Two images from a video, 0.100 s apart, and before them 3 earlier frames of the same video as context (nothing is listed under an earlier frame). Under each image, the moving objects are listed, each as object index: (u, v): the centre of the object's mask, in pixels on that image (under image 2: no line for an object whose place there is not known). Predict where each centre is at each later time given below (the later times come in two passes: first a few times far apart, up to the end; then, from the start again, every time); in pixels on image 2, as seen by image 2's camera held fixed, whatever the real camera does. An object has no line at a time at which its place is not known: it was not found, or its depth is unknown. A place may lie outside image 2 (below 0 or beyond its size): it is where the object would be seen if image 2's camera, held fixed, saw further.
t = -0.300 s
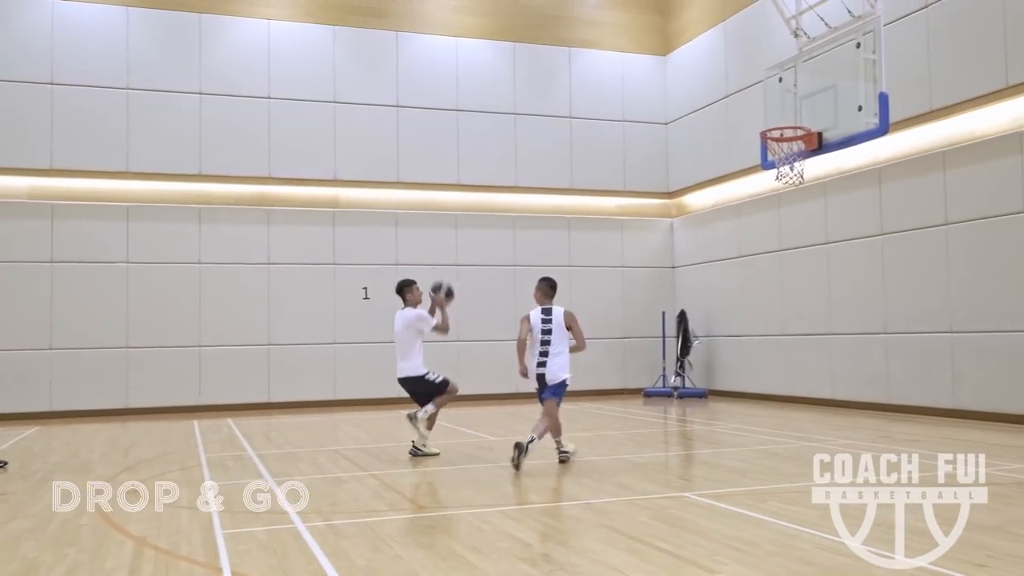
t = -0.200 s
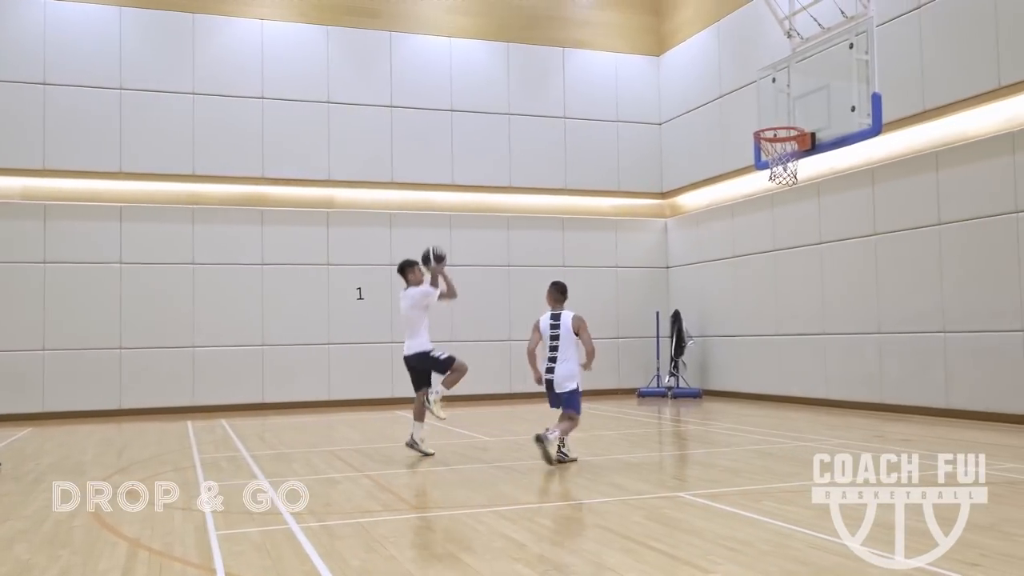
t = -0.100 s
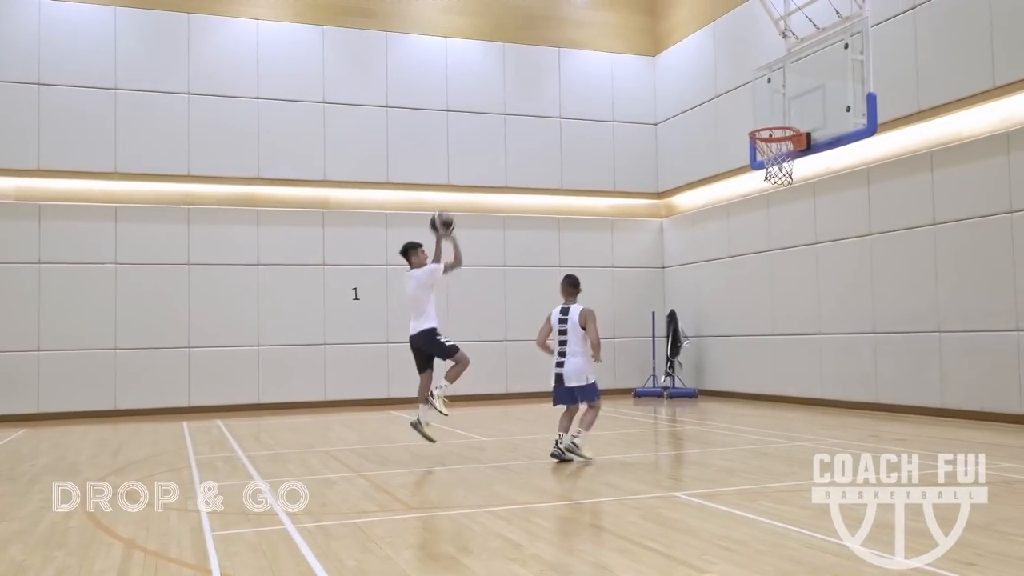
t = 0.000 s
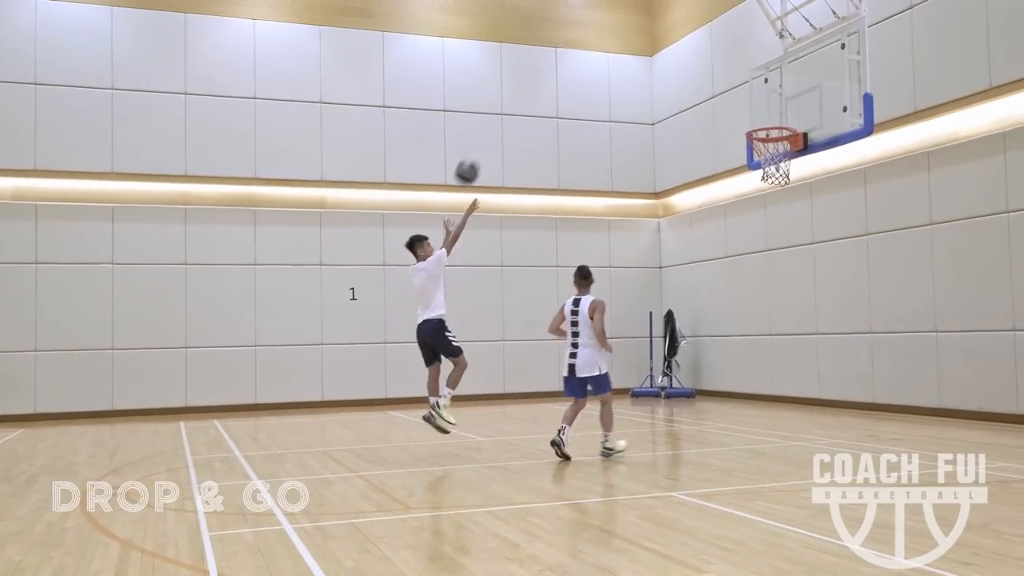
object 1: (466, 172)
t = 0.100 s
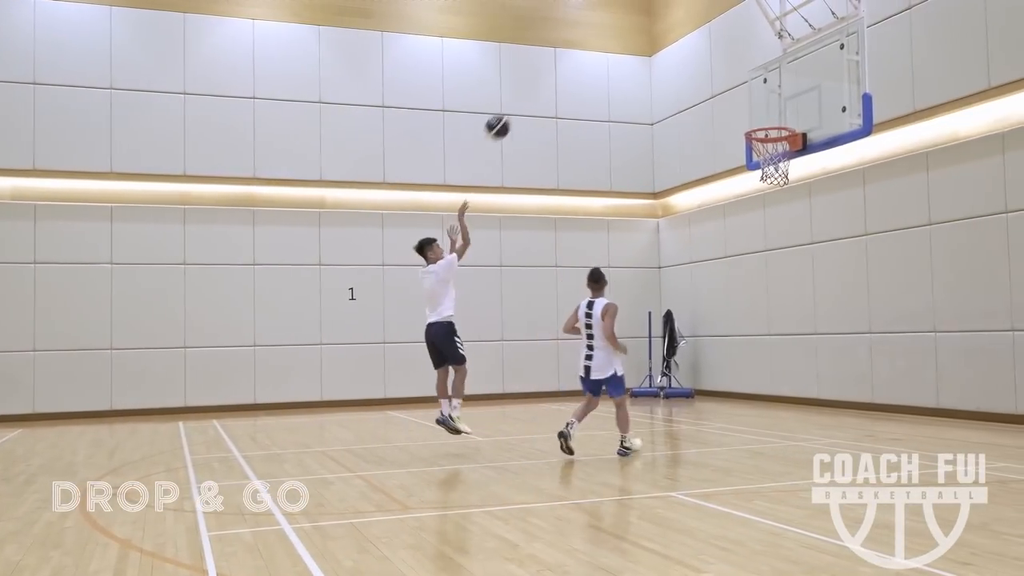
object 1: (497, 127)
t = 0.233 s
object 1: (538, 82)
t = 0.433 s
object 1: (598, 50)
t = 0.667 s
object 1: (668, 62)
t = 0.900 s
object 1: (737, 125)
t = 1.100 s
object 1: (694, 107)
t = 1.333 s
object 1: (648, 126)
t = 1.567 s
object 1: (601, 191)
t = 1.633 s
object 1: (589, 220)
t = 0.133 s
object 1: (508, 113)
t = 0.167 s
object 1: (518, 102)
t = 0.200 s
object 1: (528, 91)
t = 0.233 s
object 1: (538, 82)
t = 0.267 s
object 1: (548, 74)
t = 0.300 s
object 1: (558, 67)
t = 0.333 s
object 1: (569, 61)
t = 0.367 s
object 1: (579, 56)
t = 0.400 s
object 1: (589, 53)
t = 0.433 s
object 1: (598, 50)
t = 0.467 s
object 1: (608, 48)
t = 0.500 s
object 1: (618, 48)
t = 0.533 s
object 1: (629, 49)
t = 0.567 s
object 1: (639, 50)
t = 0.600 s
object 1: (649, 53)
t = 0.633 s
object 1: (659, 57)
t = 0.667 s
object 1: (668, 62)
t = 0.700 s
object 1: (678, 68)
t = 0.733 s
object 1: (688, 75)
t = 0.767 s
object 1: (698, 82)
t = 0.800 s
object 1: (708, 91)
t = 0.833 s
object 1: (718, 102)
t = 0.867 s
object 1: (728, 113)
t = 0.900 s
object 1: (737, 125)
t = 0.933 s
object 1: (732, 122)
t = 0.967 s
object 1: (724, 117)
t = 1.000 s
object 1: (717, 113)
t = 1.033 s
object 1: (709, 110)
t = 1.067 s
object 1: (702, 108)
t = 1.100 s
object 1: (694, 107)
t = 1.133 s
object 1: (687, 107)
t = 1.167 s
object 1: (680, 108)
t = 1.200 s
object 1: (676, 109)
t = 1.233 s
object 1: (669, 111)
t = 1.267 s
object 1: (662, 115)
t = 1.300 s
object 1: (655, 120)
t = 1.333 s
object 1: (648, 126)
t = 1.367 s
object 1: (641, 132)
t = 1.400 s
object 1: (633, 139)
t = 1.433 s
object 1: (626, 148)
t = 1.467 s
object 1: (620, 157)
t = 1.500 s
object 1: (614, 168)
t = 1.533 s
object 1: (607, 179)
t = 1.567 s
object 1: (601, 191)
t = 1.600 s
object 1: (595, 205)
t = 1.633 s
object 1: (589, 220)
